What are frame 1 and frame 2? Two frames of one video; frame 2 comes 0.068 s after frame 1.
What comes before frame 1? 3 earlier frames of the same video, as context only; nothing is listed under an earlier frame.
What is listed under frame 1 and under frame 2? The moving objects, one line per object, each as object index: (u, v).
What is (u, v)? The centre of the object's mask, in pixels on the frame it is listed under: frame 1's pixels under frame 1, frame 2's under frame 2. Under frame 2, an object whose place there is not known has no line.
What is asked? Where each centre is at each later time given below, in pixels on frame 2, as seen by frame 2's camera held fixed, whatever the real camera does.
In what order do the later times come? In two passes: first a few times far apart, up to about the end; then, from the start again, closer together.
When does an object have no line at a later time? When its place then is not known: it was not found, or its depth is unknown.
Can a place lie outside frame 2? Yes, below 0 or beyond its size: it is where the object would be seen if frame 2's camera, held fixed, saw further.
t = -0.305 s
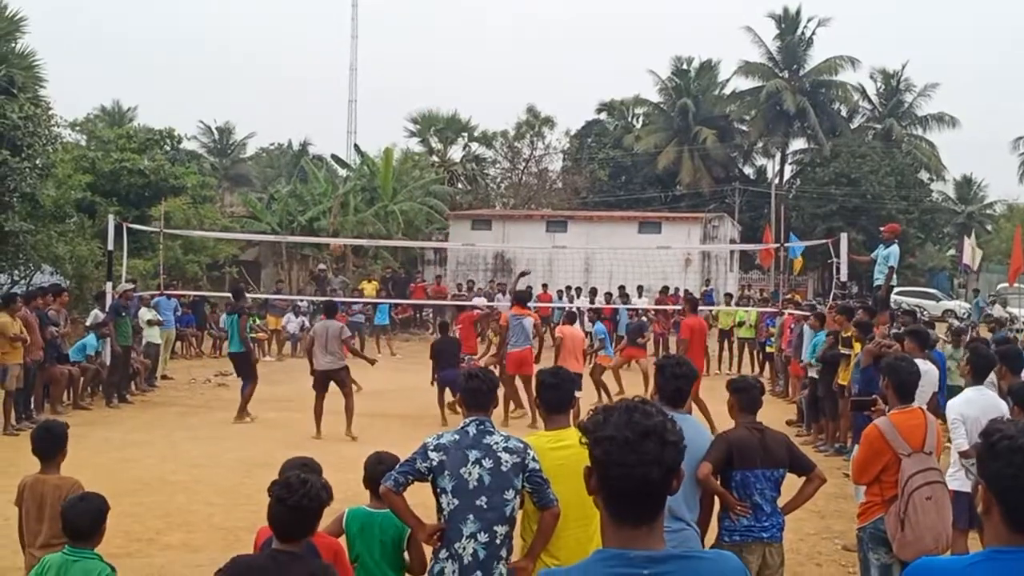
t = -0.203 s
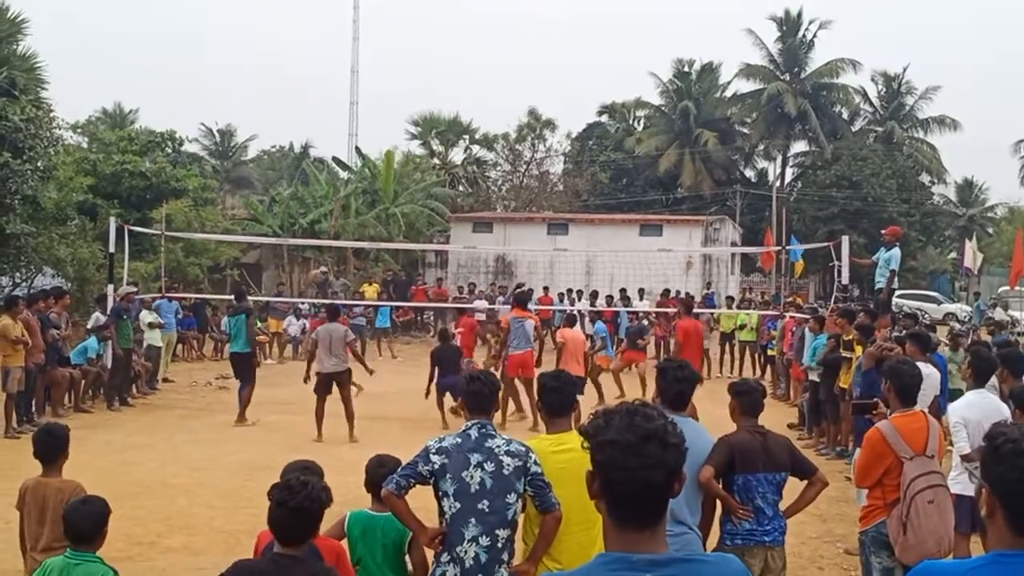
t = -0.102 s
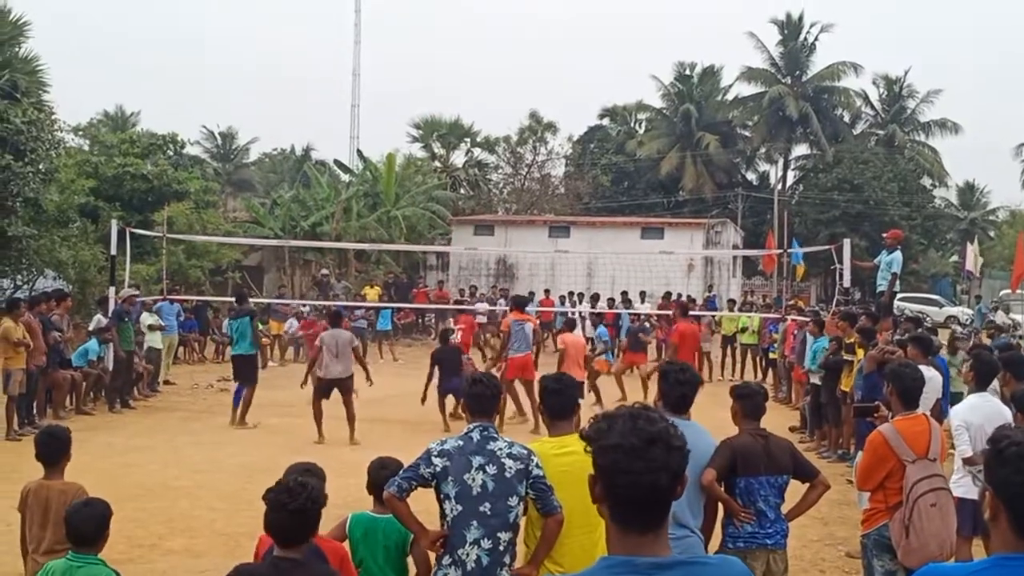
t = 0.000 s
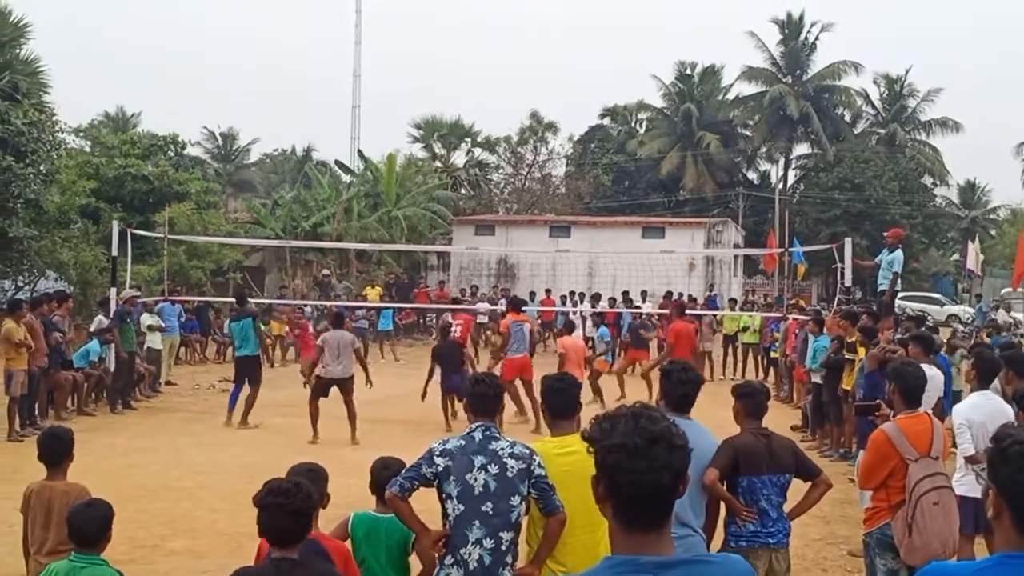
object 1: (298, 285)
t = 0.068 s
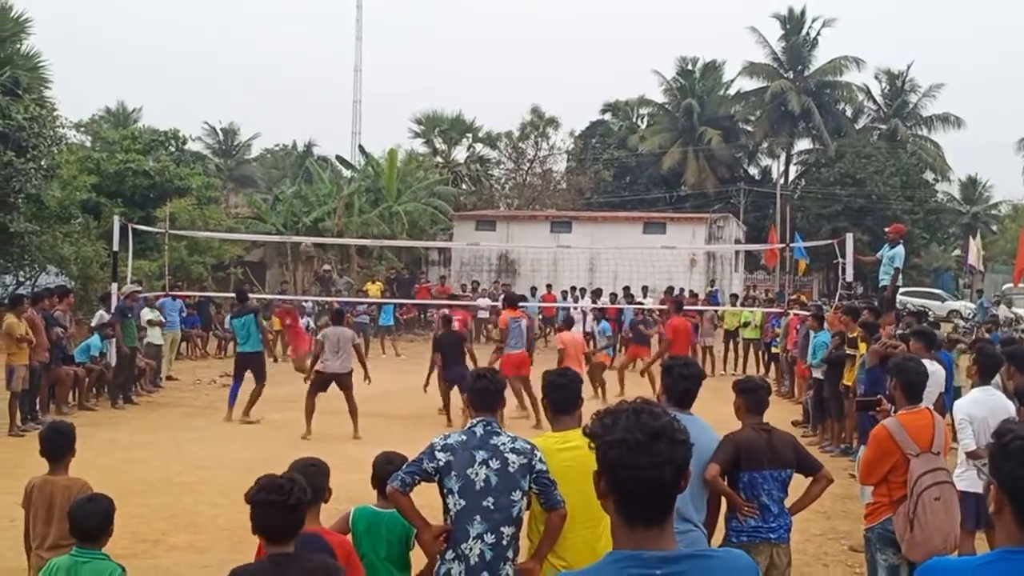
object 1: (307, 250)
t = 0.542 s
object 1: (362, 102)
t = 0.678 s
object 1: (376, 87)
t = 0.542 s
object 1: (362, 102)
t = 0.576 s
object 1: (366, 97)
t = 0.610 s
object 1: (370, 92)
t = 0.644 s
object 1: (373, 90)
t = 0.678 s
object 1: (376, 87)
